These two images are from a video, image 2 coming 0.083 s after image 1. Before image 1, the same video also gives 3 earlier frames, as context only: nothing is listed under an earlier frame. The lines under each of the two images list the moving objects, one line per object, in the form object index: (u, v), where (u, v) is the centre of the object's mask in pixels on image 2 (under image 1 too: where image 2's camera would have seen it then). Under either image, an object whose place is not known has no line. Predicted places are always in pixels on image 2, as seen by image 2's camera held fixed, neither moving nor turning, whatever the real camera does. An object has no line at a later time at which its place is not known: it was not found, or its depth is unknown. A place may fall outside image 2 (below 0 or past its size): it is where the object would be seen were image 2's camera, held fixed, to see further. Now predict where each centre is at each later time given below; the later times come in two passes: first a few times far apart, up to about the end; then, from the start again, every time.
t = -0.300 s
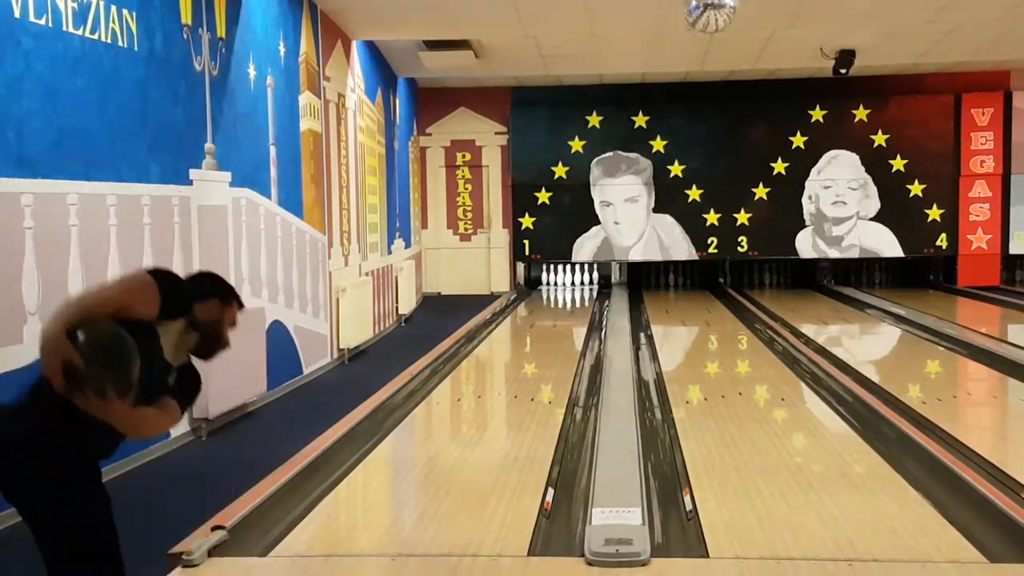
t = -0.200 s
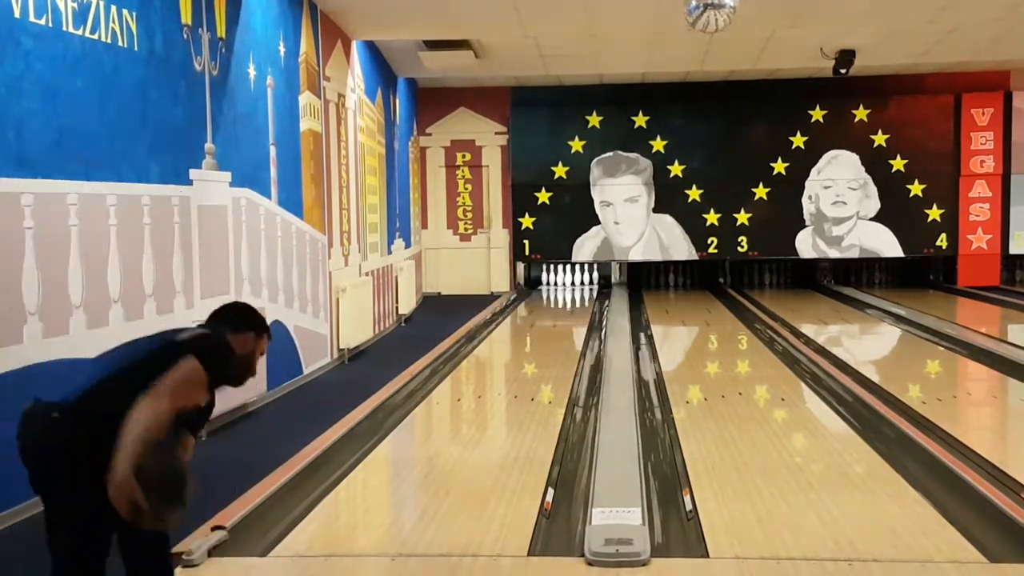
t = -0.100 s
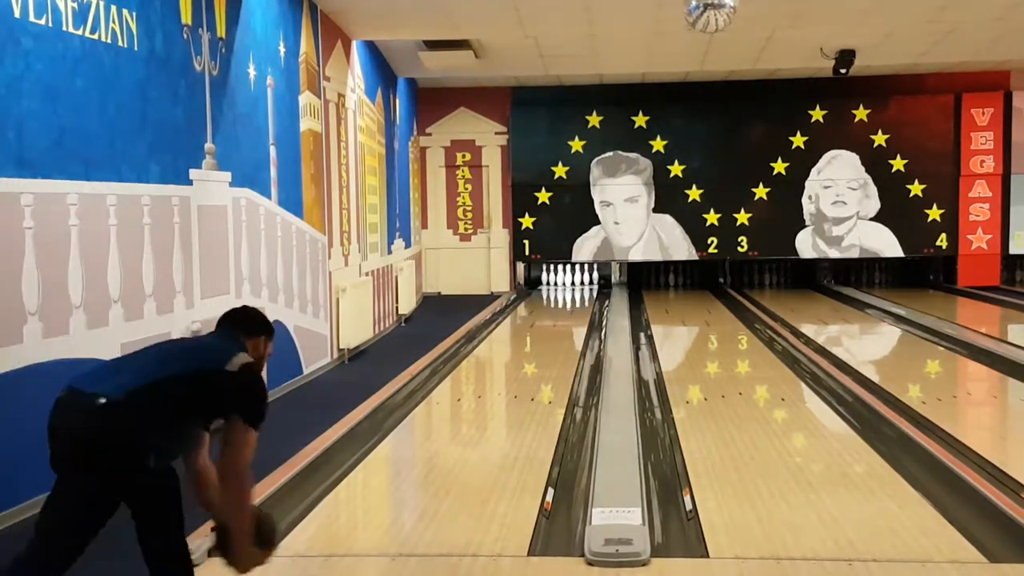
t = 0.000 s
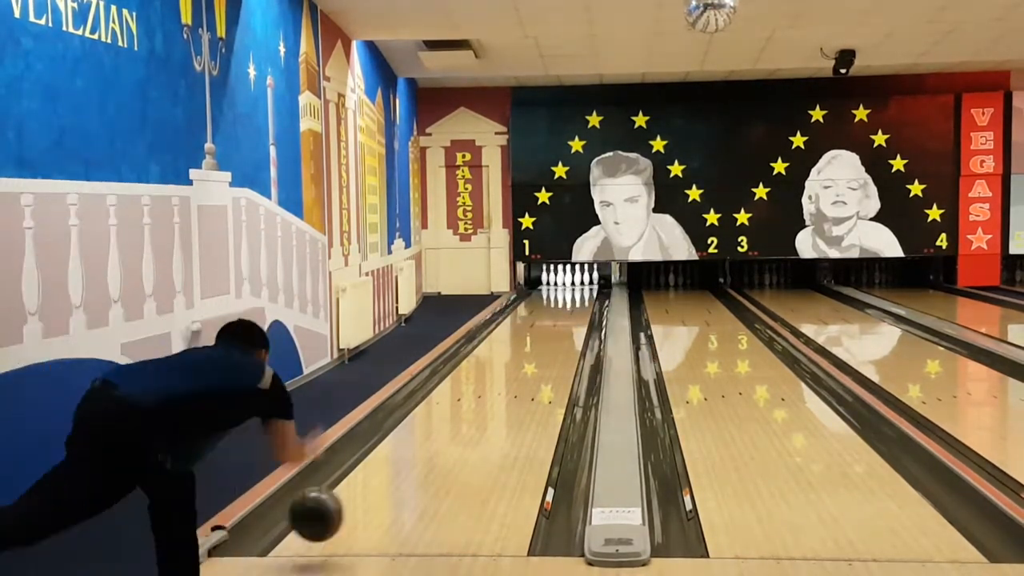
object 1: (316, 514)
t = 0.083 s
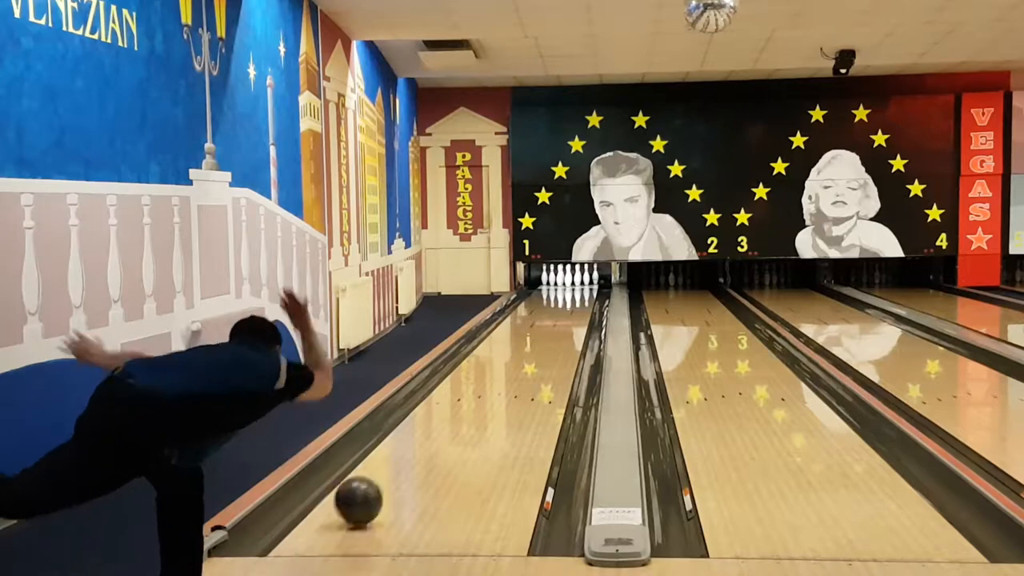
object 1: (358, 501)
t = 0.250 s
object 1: (419, 449)
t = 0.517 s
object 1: (480, 396)
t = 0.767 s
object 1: (517, 364)
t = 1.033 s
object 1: (544, 340)
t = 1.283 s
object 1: (561, 323)
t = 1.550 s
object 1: (574, 310)
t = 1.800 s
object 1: (581, 300)
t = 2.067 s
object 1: (583, 292)
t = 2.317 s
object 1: (579, 285)
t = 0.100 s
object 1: (366, 493)
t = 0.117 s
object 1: (372, 486)
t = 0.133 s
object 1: (379, 479)
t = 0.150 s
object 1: (386, 474)
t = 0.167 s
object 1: (392, 470)
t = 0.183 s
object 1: (398, 465)
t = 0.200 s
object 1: (403, 462)
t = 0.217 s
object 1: (408, 459)
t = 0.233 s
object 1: (414, 453)
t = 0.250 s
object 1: (419, 449)
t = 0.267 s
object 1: (423, 445)
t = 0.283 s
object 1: (429, 441)
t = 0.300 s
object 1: (433, 437)
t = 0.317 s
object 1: (438, 433)
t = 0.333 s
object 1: (442, 430)
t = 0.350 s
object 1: (446, 426)
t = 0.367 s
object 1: (450, 423)
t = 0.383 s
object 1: (454, 419)
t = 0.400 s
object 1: (457, 416)
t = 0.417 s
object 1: (461, 413)
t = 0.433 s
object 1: (465, 410)
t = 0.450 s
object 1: (468, 407)
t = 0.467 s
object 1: (471, 404)
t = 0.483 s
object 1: (474, 401)
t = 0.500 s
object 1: (478, 398)
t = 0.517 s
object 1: (480, 396)
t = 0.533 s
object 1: (483, 393)
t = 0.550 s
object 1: (486, 391)
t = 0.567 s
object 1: (489, 389)
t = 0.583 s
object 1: (492, 386)
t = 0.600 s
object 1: (494, 384)
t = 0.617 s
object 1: (497, 382)
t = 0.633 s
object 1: (500, 379)
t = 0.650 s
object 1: (502, 377)
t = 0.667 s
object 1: (504, 375)
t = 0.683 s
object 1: (507, 373)
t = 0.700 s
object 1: (509, 371)
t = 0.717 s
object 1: (511, 369)
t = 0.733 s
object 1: (513, 368)
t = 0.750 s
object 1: (516, 366)
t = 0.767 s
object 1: (517, 364)
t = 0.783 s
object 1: (519, 362)
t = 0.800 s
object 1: (521, 360)
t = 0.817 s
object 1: (523, 359)
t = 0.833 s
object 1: (524, 357)
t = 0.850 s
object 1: (526, 355)
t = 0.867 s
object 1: (528, 354)
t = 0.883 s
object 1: (530, 353)
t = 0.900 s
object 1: (531, 351)
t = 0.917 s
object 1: (533, 350)
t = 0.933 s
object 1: (535, 348)
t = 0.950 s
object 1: (536, 347)
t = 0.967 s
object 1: (538, 345)
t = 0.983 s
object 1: (539, 344)
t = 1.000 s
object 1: (541, 342)
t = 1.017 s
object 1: (542, 341)
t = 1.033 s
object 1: (544, 340)
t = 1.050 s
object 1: (545, 339)
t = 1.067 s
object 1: (546, 338)
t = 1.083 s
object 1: (547, 336)
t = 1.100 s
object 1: (549, 335)
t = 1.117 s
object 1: (550, 334)
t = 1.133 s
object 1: (551, 333)
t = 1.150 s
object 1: (553, 331)
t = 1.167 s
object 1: (554, 331)
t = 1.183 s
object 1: (555, 330)
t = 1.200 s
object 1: (556, 329)
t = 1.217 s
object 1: (557, 328)
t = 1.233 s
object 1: (558, 327)
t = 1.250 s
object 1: (559, 326)
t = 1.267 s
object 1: (560, 325)
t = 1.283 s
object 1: (561, 323)
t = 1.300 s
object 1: (562, 323)
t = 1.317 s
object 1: (563, 322)
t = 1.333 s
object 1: (564, 322)
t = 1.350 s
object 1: (565, 320)
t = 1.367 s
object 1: (566, 319)
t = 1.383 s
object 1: (567, 318)
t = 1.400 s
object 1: (568, 317)
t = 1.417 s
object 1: (568, 316)
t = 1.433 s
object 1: (569, 316)
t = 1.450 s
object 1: (570, 314)
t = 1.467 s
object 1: (571, 314)
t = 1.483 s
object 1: (571, 313)
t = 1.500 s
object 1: (572, 312)
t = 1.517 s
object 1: (573, 311)
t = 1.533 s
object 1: (573, 311)
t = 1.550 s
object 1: (574, 310)
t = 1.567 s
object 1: (575, 309)
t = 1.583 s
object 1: (576, 308)
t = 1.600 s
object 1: (576, 307)
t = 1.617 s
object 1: (576, 306)
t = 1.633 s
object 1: (577, 306)
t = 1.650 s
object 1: (577, 305)
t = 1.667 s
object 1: (578, 304)
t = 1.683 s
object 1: (578, 304)
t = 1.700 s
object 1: (578, 303)
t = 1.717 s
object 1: (579, 303)
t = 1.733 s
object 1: (579, 302)
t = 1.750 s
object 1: (580, 302)
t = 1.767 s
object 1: (580, 302)
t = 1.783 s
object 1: (580, 301)
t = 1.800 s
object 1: (581, 300)
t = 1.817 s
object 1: (582, 299)
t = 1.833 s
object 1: (582, 298)
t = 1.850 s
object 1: (582, 297)
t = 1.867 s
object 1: (583, 297)
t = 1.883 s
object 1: (583, 297)
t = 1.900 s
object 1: (583, 296)
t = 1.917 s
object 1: (583, 296)
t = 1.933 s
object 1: (583, 295)
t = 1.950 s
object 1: (583, 295)
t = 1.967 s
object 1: (583, 294)
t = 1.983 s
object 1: (583, 294)
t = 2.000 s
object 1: (583, 293)
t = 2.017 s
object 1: (583, 293)
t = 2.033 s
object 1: (583, 293)
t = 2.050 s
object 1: (583, 292)
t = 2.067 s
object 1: (583, 292)
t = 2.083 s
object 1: (583, 291)
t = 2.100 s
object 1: (583, 291)
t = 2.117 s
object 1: (583, 290)
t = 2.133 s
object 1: (582, 290)
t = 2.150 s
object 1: (582, 289)
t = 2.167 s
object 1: (582, 289)
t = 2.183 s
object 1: (582, 288)
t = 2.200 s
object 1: (582, 288)
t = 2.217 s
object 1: (581, 287)
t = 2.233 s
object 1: (581, 287)
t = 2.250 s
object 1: (581, 287)
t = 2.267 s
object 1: (580, 286)
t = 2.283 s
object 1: (580, 286)
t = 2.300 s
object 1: (579, 285)
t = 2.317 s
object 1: (579, 285)
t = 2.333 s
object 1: (578, 284)
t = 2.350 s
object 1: (578, 284)
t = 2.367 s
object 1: (578, 284)
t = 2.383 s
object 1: (578, 284)
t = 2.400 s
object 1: (577, 283)
